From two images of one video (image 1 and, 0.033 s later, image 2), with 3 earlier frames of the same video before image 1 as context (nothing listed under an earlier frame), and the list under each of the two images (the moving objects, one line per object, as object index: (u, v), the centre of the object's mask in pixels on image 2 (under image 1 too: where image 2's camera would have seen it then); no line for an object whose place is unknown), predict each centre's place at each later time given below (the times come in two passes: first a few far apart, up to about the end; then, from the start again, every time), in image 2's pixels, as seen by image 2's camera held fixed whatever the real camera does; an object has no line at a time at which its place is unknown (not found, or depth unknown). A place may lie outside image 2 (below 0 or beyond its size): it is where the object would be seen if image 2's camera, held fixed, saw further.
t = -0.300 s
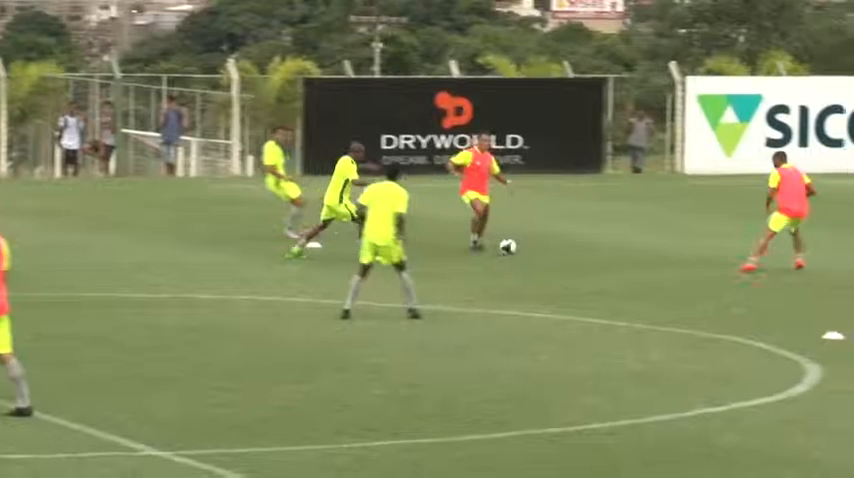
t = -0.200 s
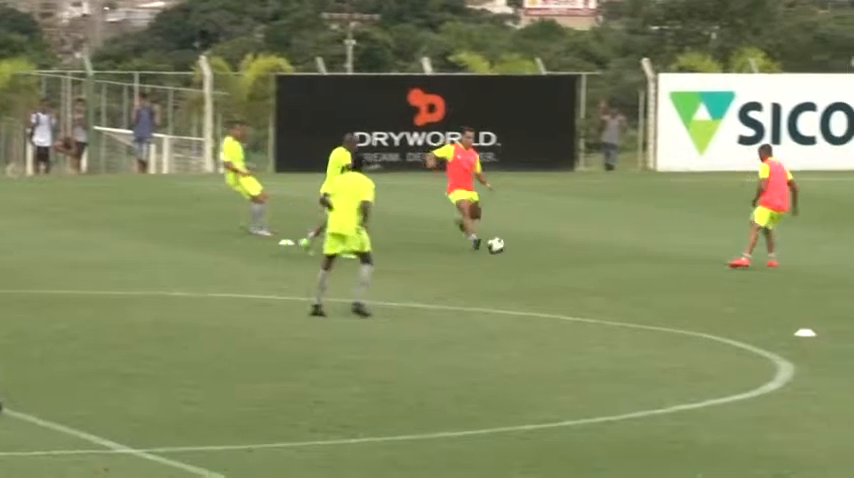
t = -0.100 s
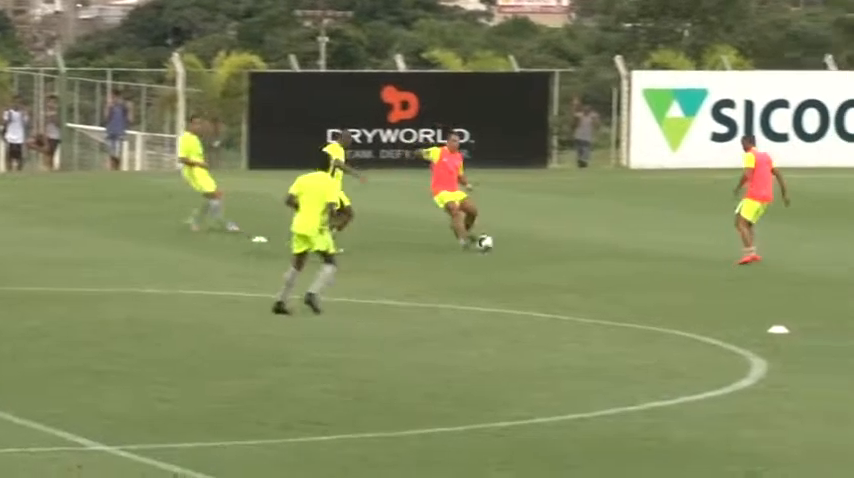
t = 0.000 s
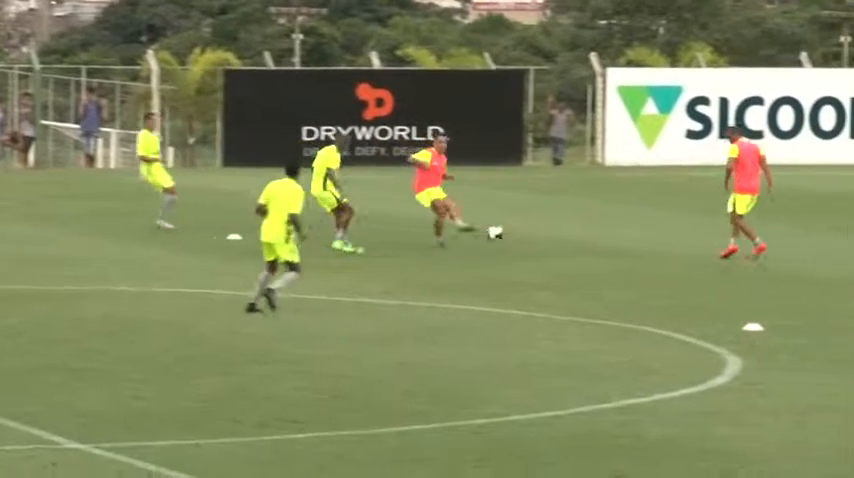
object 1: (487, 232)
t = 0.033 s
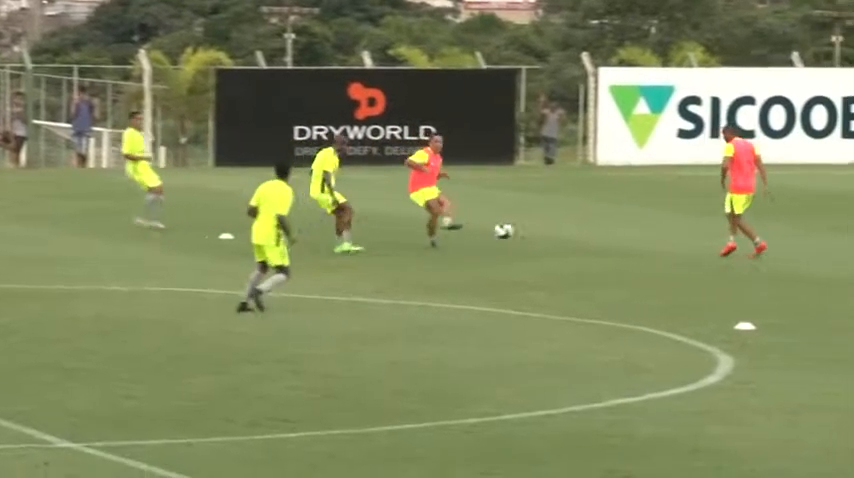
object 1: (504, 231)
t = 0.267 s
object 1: (612, 241)
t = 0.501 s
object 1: (721, 290)
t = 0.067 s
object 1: (517, 230)
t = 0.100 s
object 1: (534, 228)
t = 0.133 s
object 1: (550, 228)
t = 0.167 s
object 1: (566, 231)
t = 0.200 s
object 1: (580, 233)
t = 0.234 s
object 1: (596, 237)
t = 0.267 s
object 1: (612, 241)
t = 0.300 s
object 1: (627, 248)
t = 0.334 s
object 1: (644, 256)
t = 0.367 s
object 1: (659, 264)
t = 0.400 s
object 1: (675, 273)
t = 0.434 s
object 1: (692, 286)
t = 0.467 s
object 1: (707, 291)
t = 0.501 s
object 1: (721, 290)
